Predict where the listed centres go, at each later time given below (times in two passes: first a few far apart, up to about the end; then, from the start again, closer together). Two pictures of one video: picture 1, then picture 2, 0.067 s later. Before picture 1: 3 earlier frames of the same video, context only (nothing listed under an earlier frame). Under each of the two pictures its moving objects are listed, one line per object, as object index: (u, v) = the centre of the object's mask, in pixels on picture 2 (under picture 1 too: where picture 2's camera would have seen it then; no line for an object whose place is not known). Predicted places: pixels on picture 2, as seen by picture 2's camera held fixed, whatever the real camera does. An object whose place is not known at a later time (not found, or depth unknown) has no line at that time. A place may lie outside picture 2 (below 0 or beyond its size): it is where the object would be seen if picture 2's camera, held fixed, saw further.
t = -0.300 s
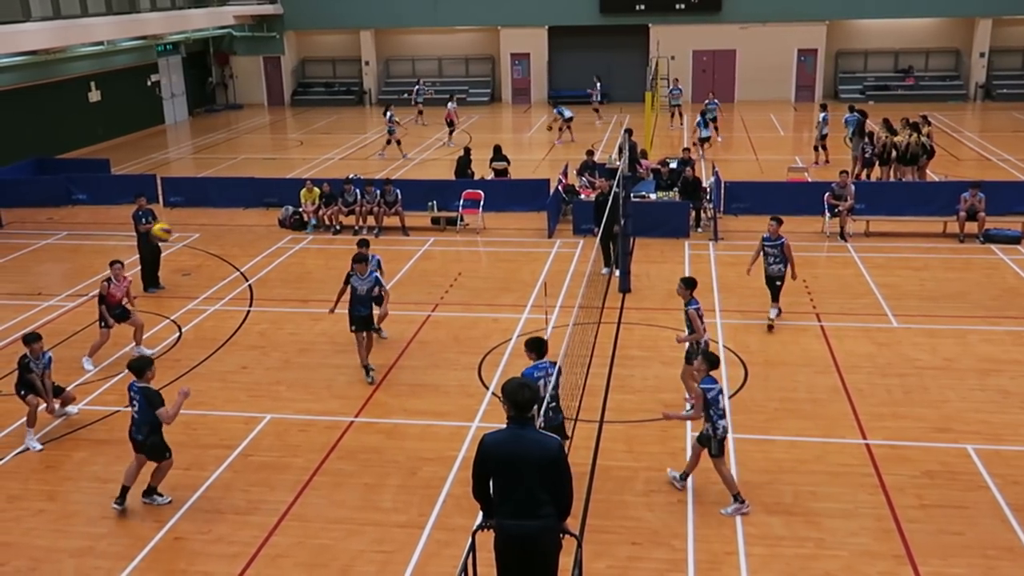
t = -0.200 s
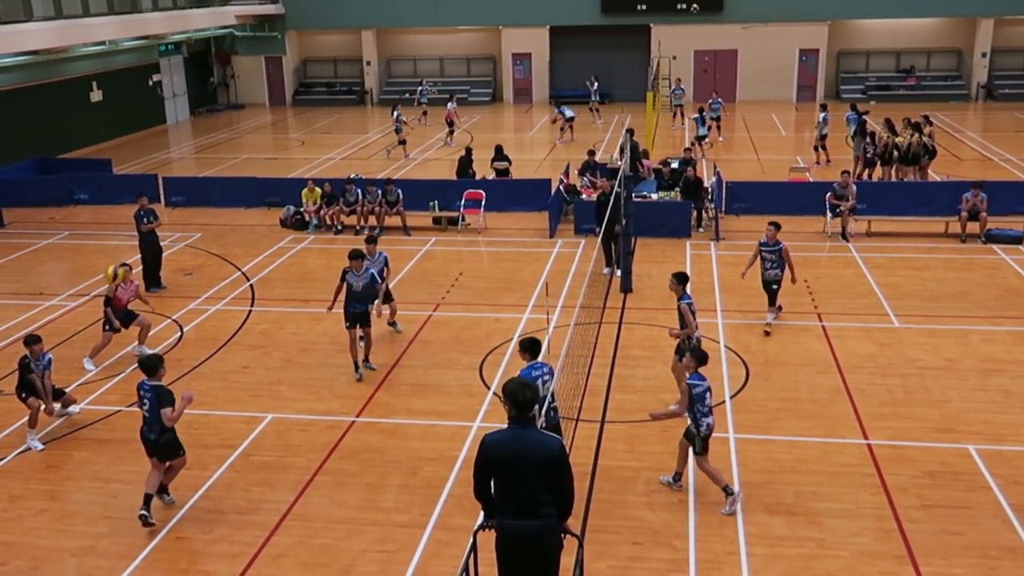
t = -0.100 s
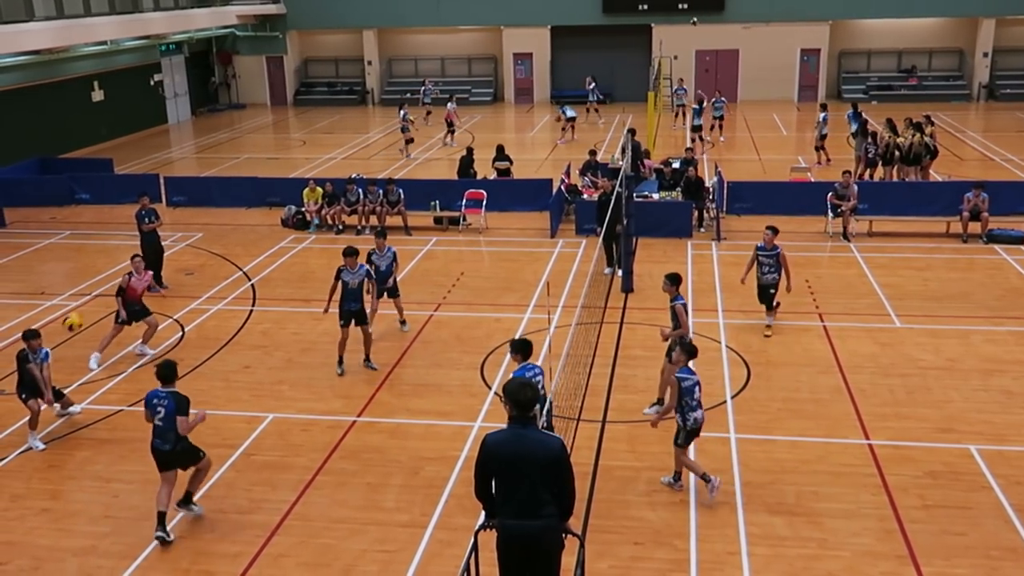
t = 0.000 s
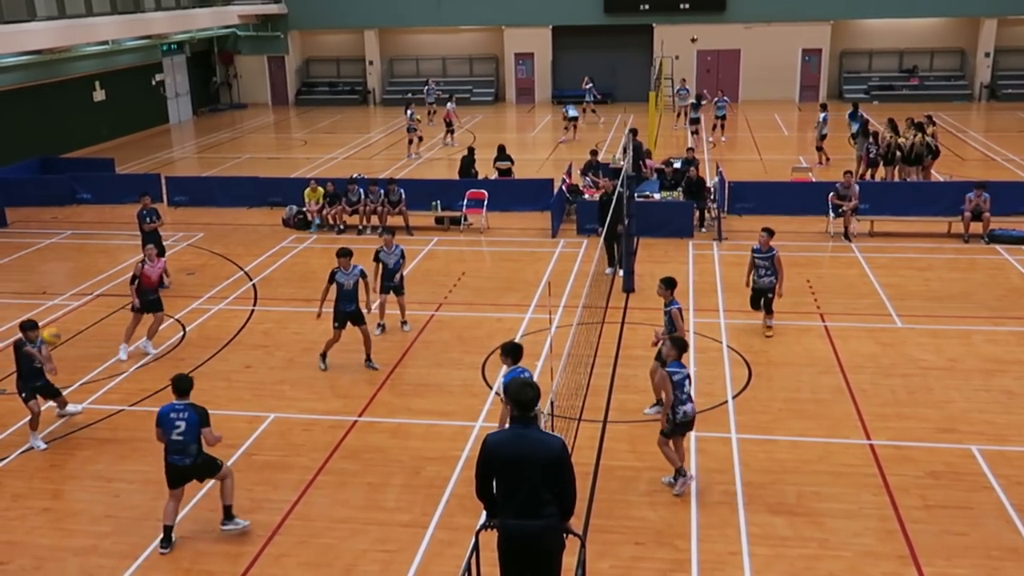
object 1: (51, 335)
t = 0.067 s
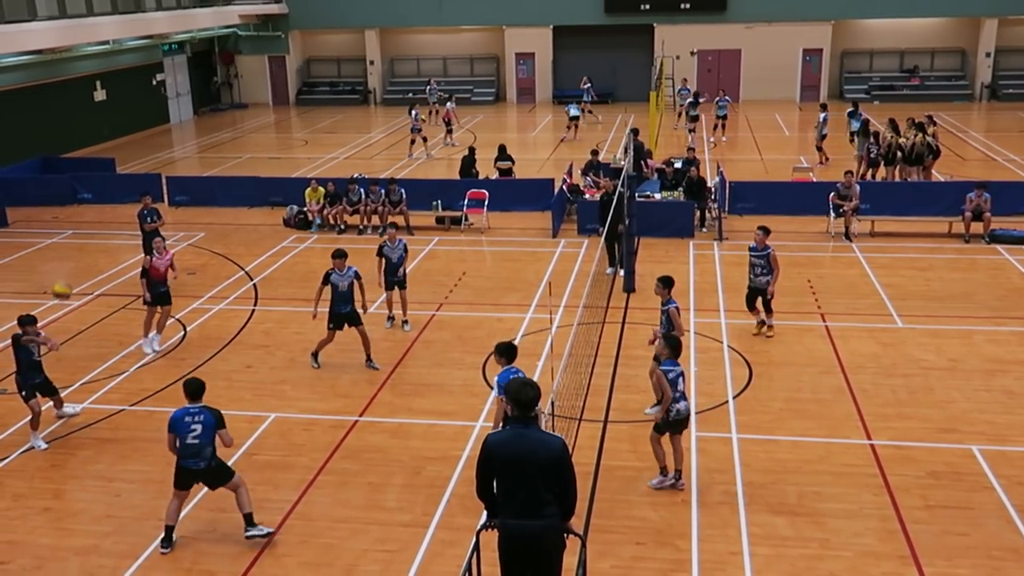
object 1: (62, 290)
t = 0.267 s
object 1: (100, 173)
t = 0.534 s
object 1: (163, 68)
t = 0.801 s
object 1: (234, 30)
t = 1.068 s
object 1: (310, 61)
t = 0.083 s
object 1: (65, 280)
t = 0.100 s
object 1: (68, 269)
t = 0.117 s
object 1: (71, 258)
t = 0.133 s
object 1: (74, 248)
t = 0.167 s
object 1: (81, 228)
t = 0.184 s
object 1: (84, 218)
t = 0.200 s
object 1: (87, 208)
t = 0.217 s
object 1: (90, 198)
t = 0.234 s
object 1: (93, 191)
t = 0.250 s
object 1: (97, 182)
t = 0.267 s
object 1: (100, 173)
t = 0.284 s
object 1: (104, 165)
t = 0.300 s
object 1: (107, 157)
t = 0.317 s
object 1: (111, 148)
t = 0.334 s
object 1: (114, 141)
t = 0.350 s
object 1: (118, 134)
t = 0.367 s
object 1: (122, 127)
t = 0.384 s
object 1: (126, 120)
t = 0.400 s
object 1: (130, 113)
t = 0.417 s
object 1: (134, 107)
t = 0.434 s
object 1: (138, 100)
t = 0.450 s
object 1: (142, 94)
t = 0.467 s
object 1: (146, 88)
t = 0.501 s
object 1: (154, 78)
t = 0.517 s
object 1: (158, 73)
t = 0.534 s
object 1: (163, 68)
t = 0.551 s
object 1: (166, 63)
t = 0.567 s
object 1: (171, 59)
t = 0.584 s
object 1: (175, 55)
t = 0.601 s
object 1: (180, 52)
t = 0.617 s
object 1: (184, 48)
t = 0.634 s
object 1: (189, 46)
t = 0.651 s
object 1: (193, 43)
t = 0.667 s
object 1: (197, 40)
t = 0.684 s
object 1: (201, 39)
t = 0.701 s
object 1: (206, 36)
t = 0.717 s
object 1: (211, 35)
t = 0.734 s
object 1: (215, 33)
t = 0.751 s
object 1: (220, 32)
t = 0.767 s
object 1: (225, 31)
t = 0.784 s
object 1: (229, 30)
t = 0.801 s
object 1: (234, 30)
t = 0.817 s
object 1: (238, 30)
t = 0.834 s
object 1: (243, 30)
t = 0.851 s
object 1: (248, 30)
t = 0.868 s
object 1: (252, 31)
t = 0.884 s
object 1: (257, 32)
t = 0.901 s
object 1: (262, 33)
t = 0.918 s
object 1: (267, 35)
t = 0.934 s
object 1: (272, 37)
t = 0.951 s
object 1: (277, 38)
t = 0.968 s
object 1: (281, 41)
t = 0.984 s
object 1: (286, 44)
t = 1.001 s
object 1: (290, 46)
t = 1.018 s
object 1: (296, 49)
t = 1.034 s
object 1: (300, 53)
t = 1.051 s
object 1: (305, 56)
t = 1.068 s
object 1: (310, 61)
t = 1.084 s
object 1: (314, 65)
